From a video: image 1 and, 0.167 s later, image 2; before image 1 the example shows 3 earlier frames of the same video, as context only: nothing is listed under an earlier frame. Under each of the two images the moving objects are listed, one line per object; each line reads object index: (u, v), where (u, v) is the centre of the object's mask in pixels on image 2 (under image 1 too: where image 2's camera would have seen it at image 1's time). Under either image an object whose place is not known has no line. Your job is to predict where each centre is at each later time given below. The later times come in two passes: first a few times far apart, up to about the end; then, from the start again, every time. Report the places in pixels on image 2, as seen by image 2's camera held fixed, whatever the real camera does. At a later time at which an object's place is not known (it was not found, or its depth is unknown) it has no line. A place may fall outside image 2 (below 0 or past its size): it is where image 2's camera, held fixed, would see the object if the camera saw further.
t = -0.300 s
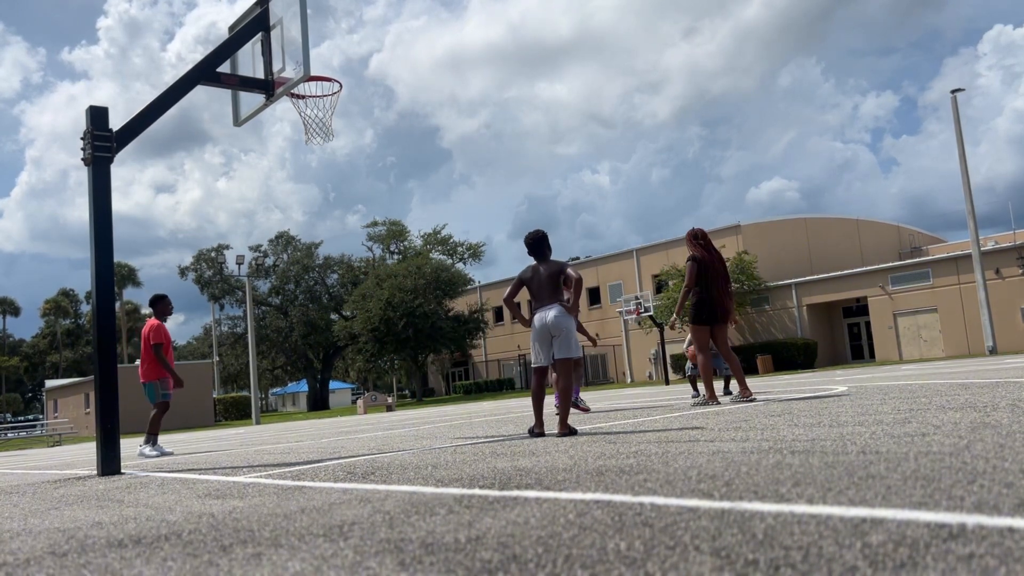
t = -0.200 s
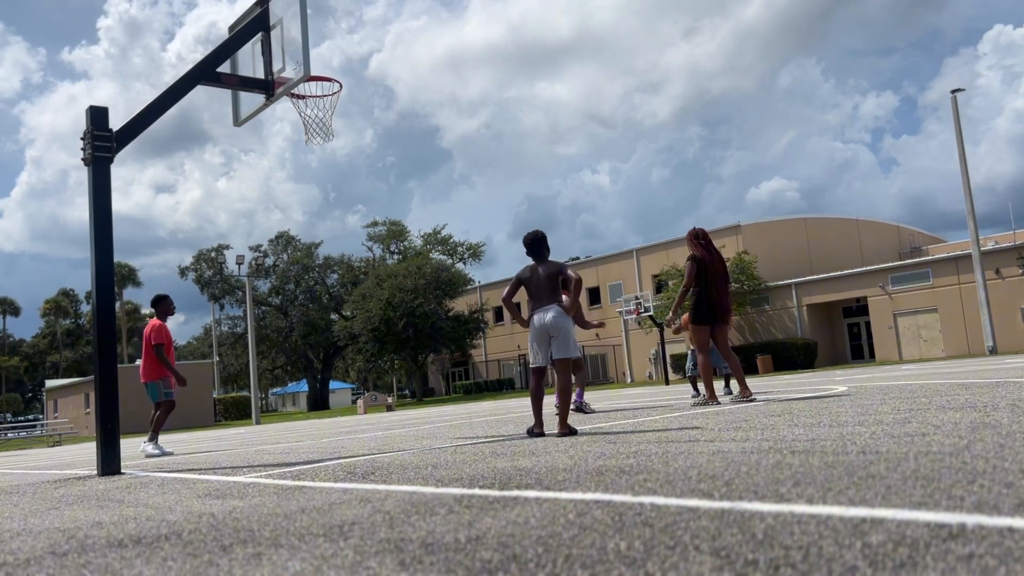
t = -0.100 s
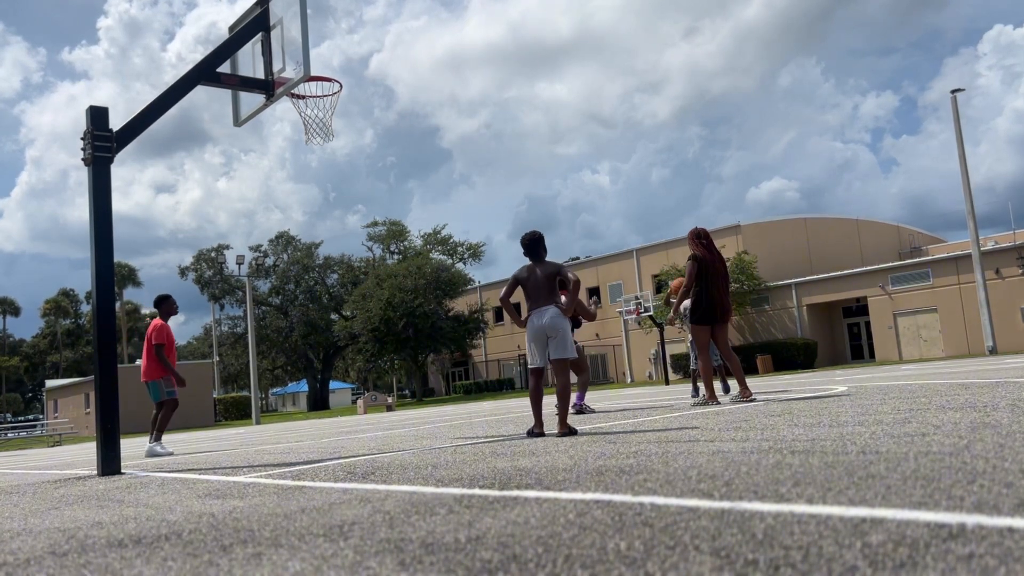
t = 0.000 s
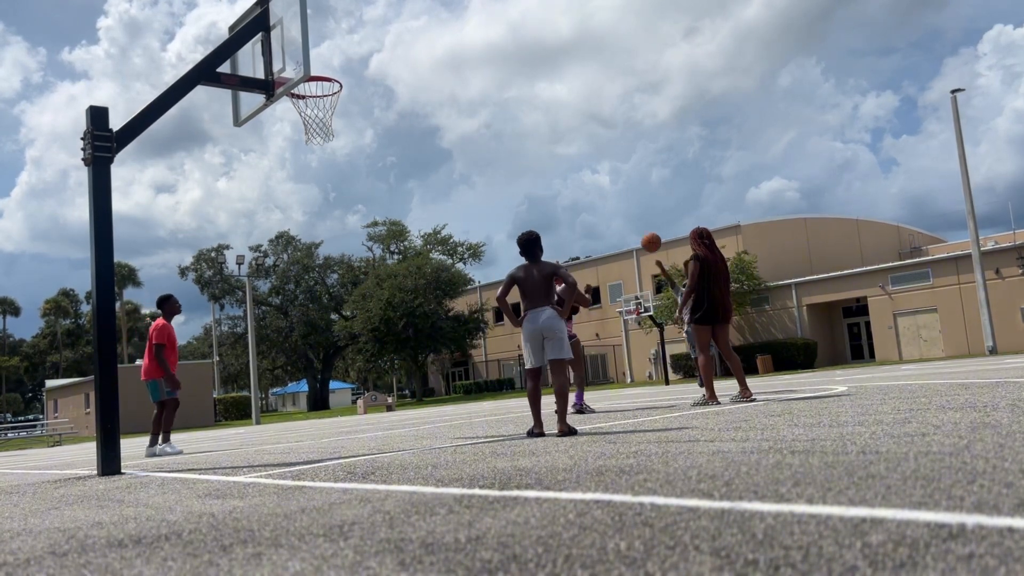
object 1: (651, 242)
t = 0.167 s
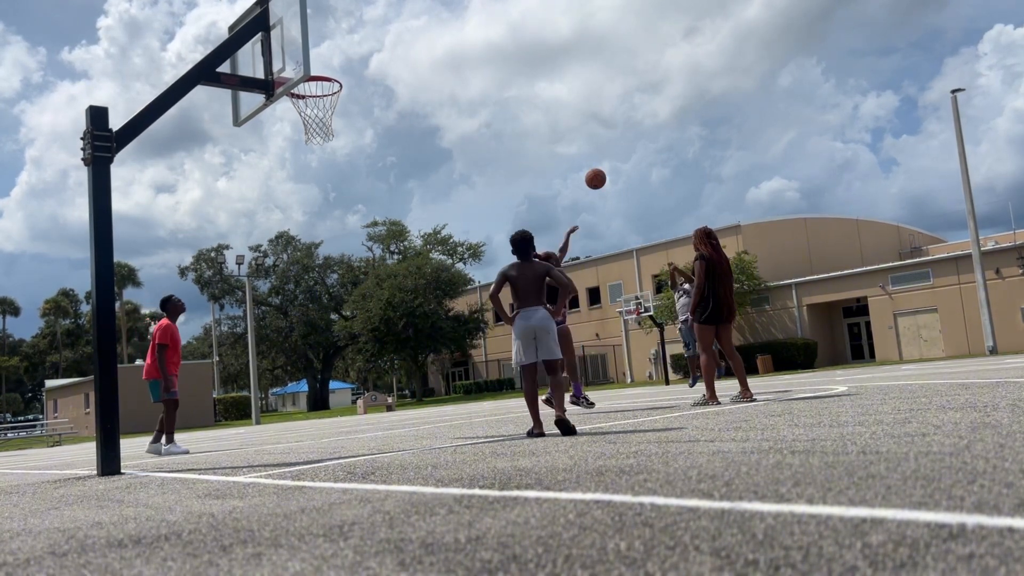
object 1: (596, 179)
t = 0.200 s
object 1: (584, 168)
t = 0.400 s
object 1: (514, 123)
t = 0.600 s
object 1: (439, 111)
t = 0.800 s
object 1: (357, 138)
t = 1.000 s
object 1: (266, 213)
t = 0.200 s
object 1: (584, 168)
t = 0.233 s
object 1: (573, 159)
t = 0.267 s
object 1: (561, 150)
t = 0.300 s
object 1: (550, 142)
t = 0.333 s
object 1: (538, 135)
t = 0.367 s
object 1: (526, 129)
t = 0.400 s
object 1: (514, 123)
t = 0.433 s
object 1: (502, 119)
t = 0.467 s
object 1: (490, 115)
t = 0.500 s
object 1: (477, 113)
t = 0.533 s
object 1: (465, 111)
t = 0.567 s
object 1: (452, 110)
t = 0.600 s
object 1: (439, 111)
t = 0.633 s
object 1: (426, 113)
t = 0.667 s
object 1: (413, 115)
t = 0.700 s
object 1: (399, 119)
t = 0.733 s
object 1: (385, 124)
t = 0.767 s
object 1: (371, 130)
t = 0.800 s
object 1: (357, 138)
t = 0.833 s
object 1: (343, 147)
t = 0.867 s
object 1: (328, 157)
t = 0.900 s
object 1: (313, 169)
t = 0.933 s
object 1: (298, 182)
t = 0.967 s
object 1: (282, 197)
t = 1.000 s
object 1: (266, 213)
